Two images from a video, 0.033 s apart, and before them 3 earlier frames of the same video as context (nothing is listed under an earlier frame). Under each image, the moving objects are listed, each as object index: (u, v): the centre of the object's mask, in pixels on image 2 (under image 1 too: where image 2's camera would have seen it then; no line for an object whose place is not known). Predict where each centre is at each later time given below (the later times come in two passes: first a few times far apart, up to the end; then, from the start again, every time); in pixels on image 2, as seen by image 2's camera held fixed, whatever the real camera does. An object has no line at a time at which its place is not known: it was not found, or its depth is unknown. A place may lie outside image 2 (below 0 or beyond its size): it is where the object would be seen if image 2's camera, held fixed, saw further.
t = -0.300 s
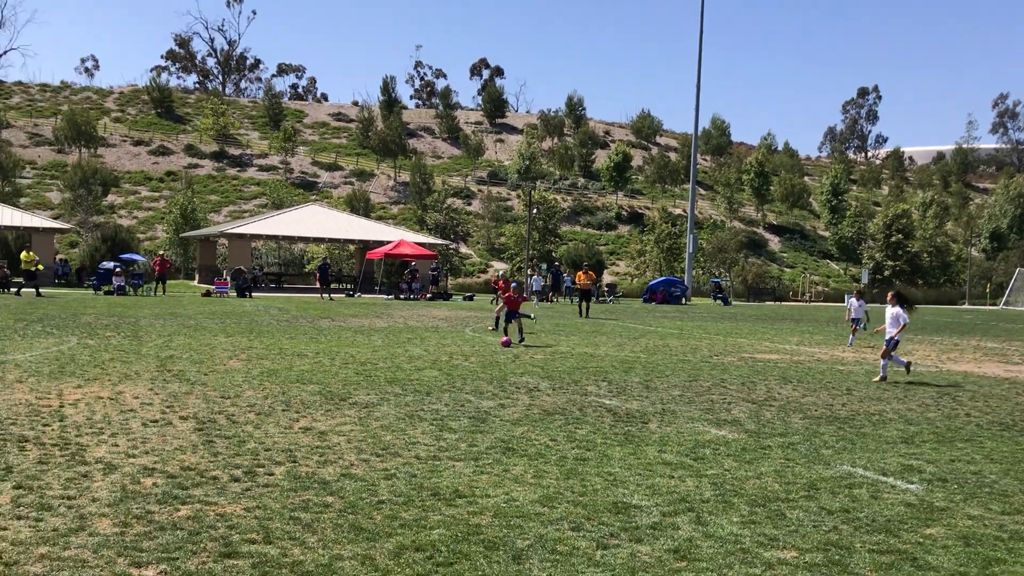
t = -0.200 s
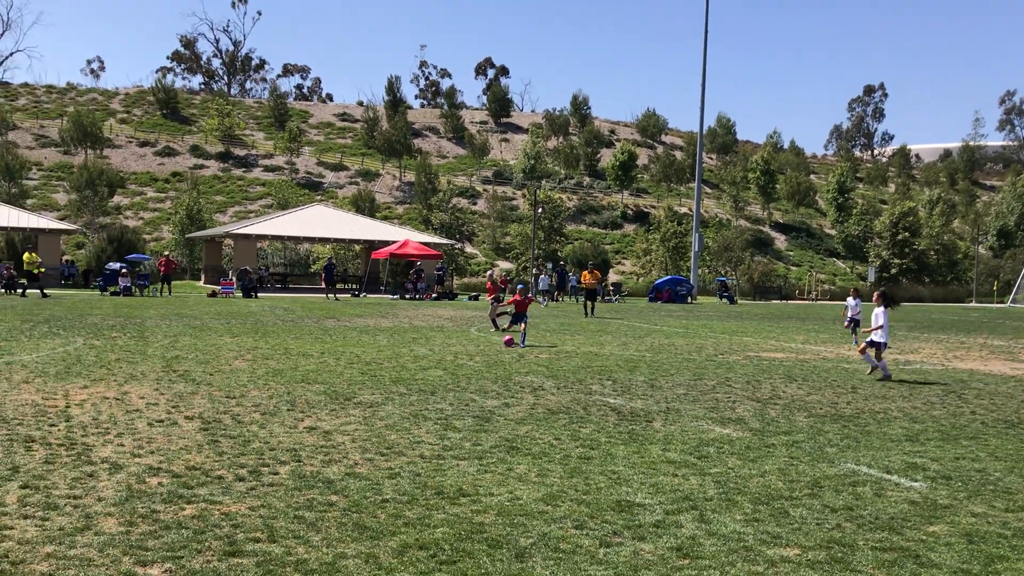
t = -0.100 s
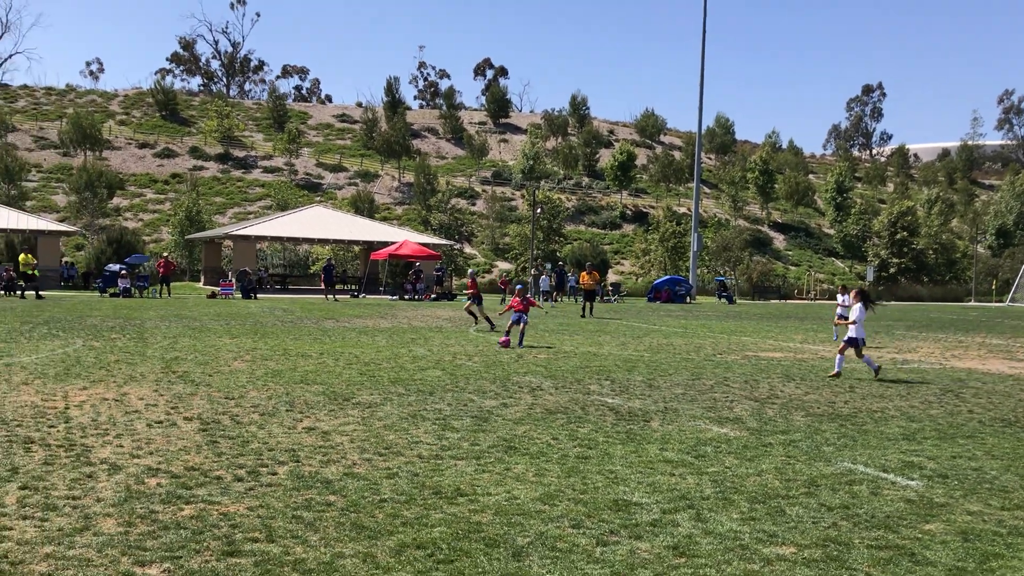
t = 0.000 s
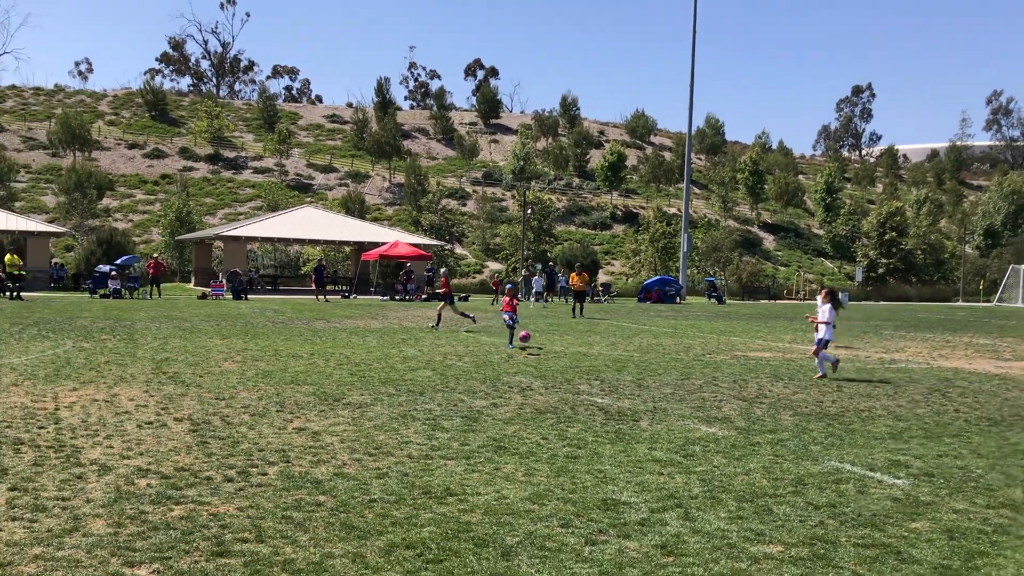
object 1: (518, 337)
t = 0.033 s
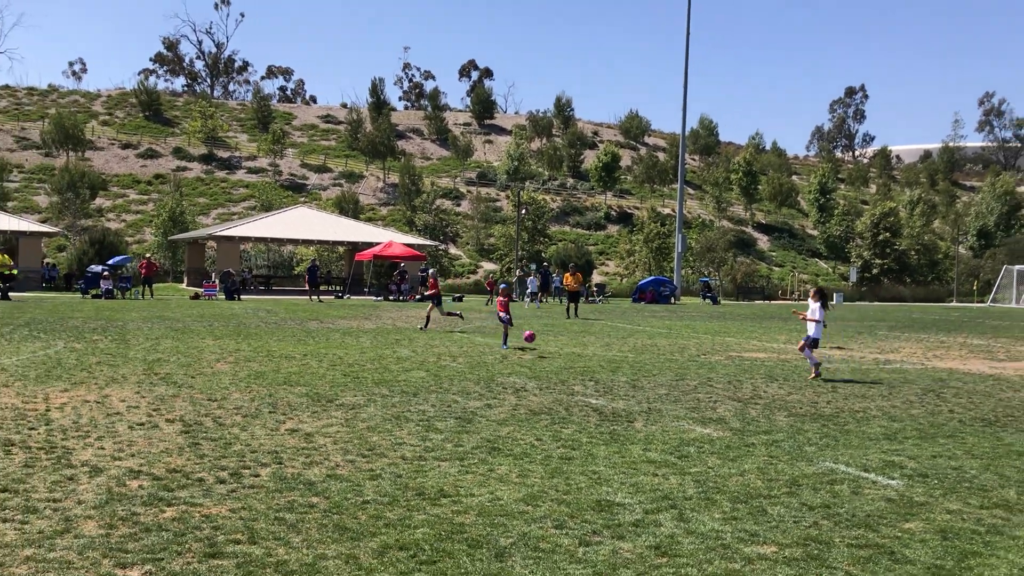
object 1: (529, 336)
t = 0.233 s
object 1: (606, 347)
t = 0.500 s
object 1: (738, 382)
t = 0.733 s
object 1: (875, 410)
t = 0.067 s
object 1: (540, 336)
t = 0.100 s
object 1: (552, 337)
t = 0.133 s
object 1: (565, 338)
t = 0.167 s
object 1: (578, 341)
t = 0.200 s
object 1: (591, 344)
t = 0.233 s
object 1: (606, 347)
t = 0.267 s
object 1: (621, 352)
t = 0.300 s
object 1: (637, 358)
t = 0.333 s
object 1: (654, 365)
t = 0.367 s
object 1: (672, 374)
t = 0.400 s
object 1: (690, 381)
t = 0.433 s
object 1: (705, 380)
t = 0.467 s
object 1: (722, 381)
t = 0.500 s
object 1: (738, 382)
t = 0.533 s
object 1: (755, 384)
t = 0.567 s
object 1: (774, 388)
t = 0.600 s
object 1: (793, 393)
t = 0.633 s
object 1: (814, 399)
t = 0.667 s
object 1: (834, 408)
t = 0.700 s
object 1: (855, 411)
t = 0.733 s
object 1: (875, 410)
